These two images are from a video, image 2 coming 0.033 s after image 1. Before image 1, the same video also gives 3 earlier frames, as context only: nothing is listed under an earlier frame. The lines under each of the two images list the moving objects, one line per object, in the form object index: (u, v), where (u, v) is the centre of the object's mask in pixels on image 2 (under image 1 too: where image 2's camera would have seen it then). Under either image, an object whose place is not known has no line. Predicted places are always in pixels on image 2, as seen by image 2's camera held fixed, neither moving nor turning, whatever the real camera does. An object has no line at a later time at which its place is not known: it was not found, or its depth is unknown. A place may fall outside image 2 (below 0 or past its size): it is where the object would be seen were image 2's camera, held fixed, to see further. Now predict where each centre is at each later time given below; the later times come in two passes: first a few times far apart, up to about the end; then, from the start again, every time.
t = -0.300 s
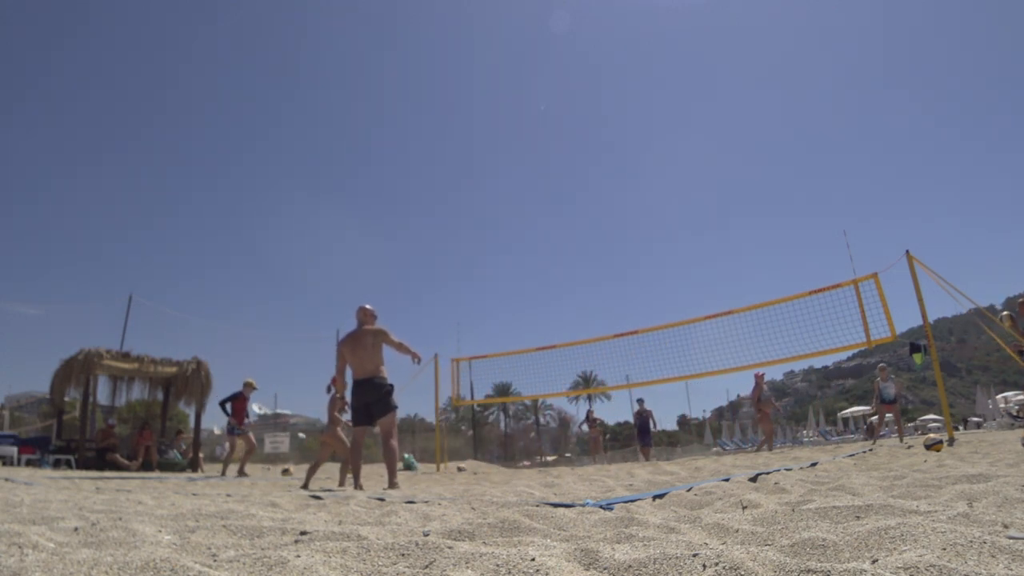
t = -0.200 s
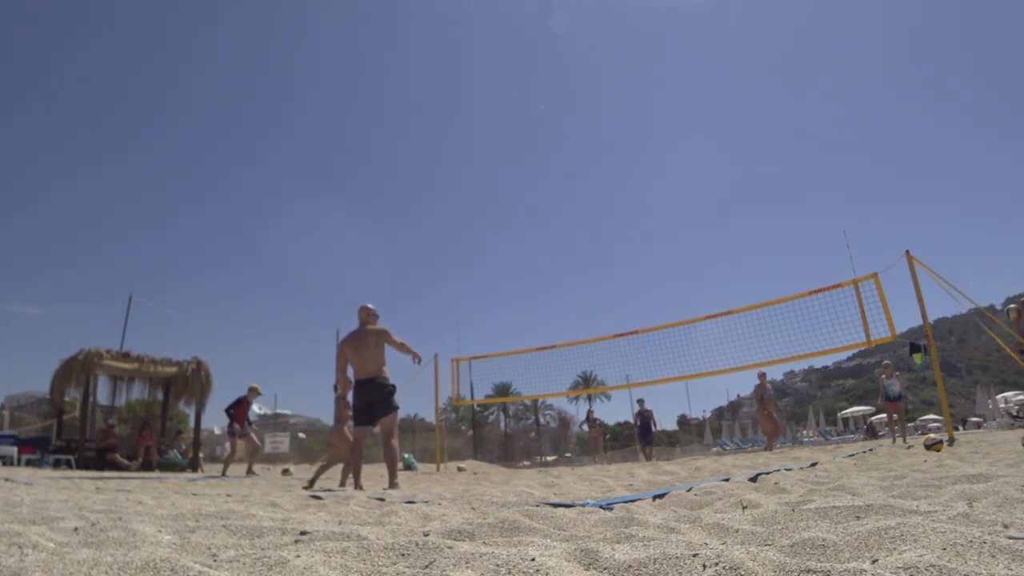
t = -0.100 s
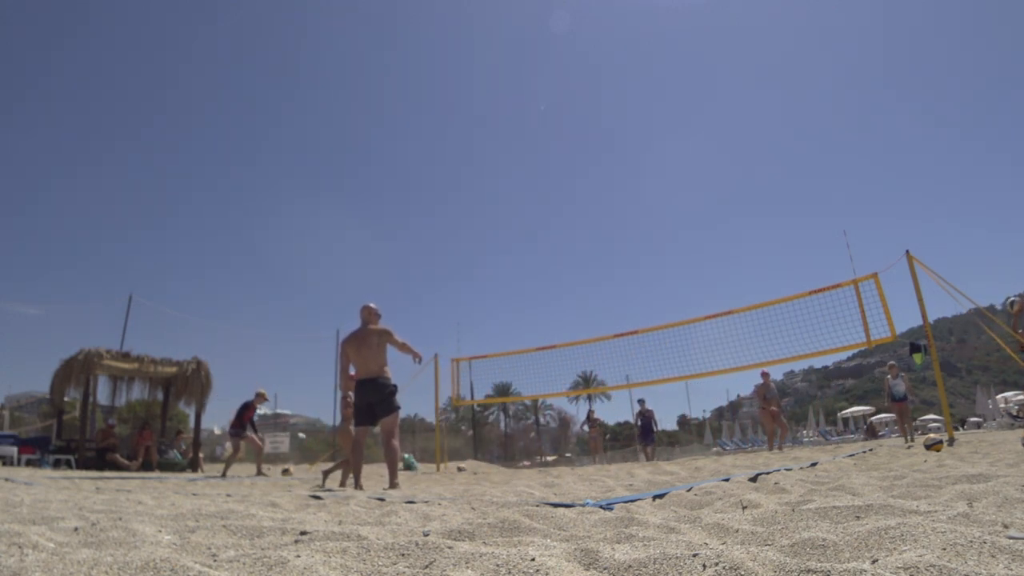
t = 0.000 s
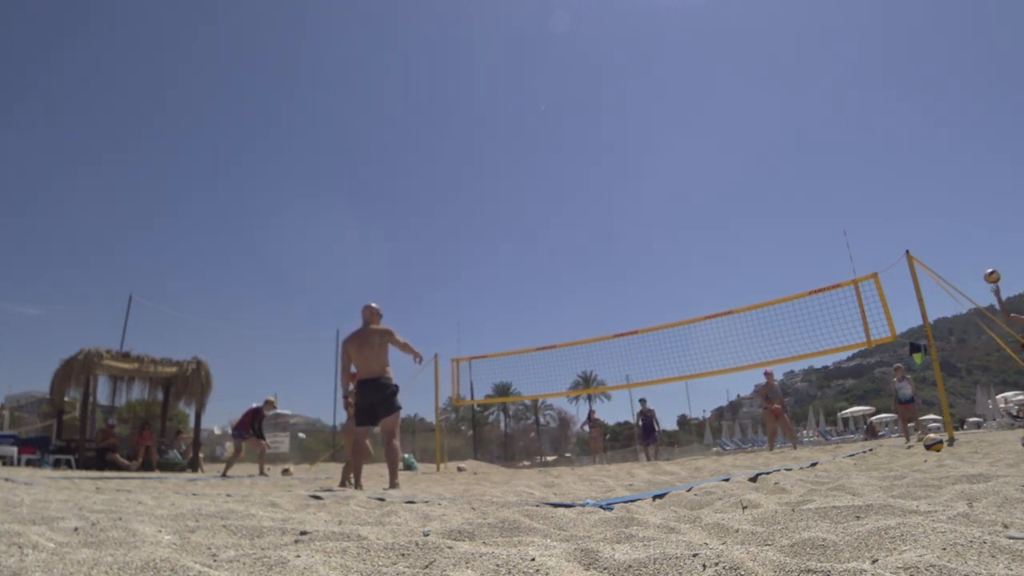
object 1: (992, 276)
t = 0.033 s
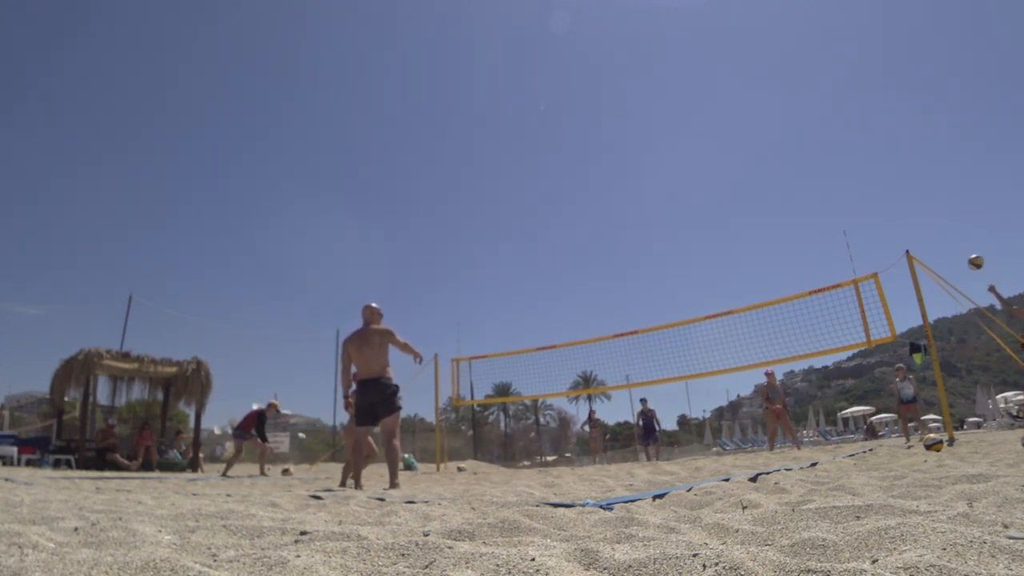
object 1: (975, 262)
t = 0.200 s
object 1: (897, 204)
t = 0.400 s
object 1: (811, 162)
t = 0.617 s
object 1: (728, 145)
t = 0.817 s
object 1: (658, 155)
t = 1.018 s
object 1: (590, 190)
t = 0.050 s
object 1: (967, 255)
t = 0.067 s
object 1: (959, 249)
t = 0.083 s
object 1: (951, 243)
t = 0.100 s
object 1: (943, 236)
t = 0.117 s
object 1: (935, 231)
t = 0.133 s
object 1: (927, 225)
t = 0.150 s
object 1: (919, 219)
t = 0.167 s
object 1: (912, 214)
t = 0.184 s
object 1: (904, 209)
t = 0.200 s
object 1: (897, 204)
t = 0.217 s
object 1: (889, 200)
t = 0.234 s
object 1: (882, 196)
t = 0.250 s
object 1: (874, 191)
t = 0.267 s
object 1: (867, 187)
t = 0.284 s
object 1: (860, 183)
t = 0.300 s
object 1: (853, 179)
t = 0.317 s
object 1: (846, 176)
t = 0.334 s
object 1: (838, 173)
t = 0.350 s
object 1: (831, 170)
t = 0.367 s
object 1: (825, 168)
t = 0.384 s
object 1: (818, 165)
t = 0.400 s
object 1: (811, 162)
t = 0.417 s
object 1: (804, 159)
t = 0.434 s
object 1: (798, 157)
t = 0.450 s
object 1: (791, 155)
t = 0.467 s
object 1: (785, 153)
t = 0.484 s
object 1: (778, 152)
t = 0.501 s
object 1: (772, 150)
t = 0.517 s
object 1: (766, 149)
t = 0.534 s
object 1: (759, 148)
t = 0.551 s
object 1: (753, 147)
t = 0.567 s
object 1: (746, 146)
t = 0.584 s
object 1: (740, 145)
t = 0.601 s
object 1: (734, 145)
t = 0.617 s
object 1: (728, 145)
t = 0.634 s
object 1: (722, 145)
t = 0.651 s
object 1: (716, 145)
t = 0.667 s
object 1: (710, 145)
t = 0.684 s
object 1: (704, 146)
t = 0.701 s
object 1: (698, 146)
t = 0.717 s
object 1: (692, 147)
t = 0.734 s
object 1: (686, 147)
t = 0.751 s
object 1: (681, 148)
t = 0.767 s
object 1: (675, 149)
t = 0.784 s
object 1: (669, 151)
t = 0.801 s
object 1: (663, 153)
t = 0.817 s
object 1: (658, 155)
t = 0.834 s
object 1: (652, 156)
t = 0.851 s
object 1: (646, 159)
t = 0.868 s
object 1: (640, 161)
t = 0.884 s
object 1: (635, 163)
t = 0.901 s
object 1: (629, 166)
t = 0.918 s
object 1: (623, 169)
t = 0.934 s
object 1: (618, 172)
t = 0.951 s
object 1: (612, 176)
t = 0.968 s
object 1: (606, 179)
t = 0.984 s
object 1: (601, 182)
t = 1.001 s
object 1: (595, 186)
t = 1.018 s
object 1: (590, 190)
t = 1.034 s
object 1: (584, 194)
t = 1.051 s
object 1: (579, 198)
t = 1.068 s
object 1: (573, 203)
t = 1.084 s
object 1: (568, 208)
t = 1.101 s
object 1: (562, 213)
